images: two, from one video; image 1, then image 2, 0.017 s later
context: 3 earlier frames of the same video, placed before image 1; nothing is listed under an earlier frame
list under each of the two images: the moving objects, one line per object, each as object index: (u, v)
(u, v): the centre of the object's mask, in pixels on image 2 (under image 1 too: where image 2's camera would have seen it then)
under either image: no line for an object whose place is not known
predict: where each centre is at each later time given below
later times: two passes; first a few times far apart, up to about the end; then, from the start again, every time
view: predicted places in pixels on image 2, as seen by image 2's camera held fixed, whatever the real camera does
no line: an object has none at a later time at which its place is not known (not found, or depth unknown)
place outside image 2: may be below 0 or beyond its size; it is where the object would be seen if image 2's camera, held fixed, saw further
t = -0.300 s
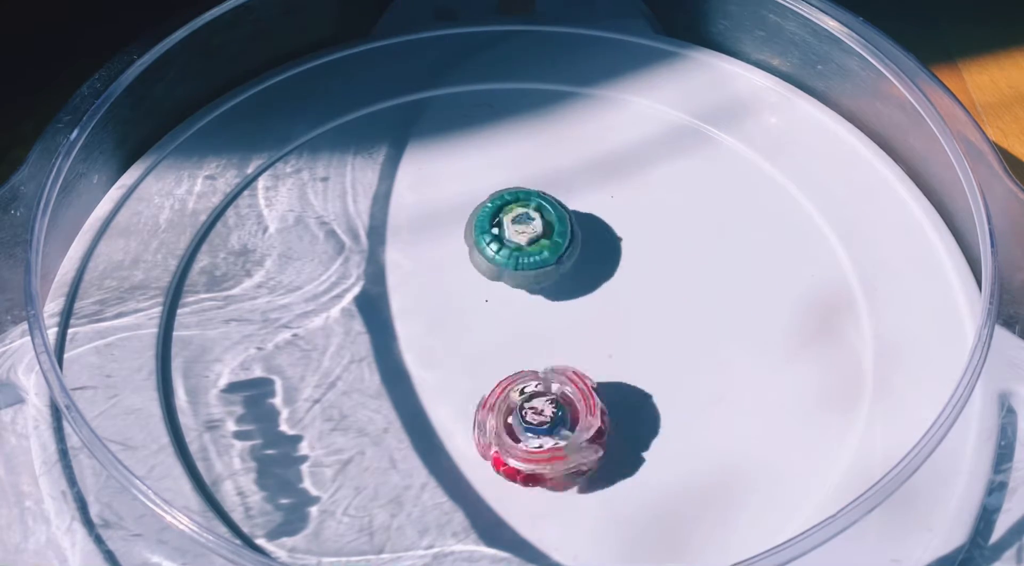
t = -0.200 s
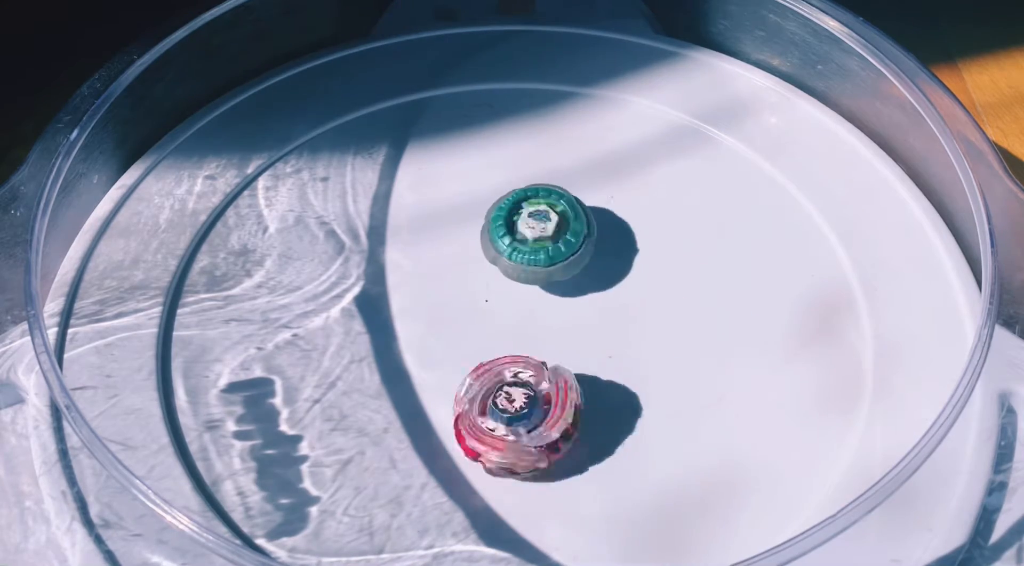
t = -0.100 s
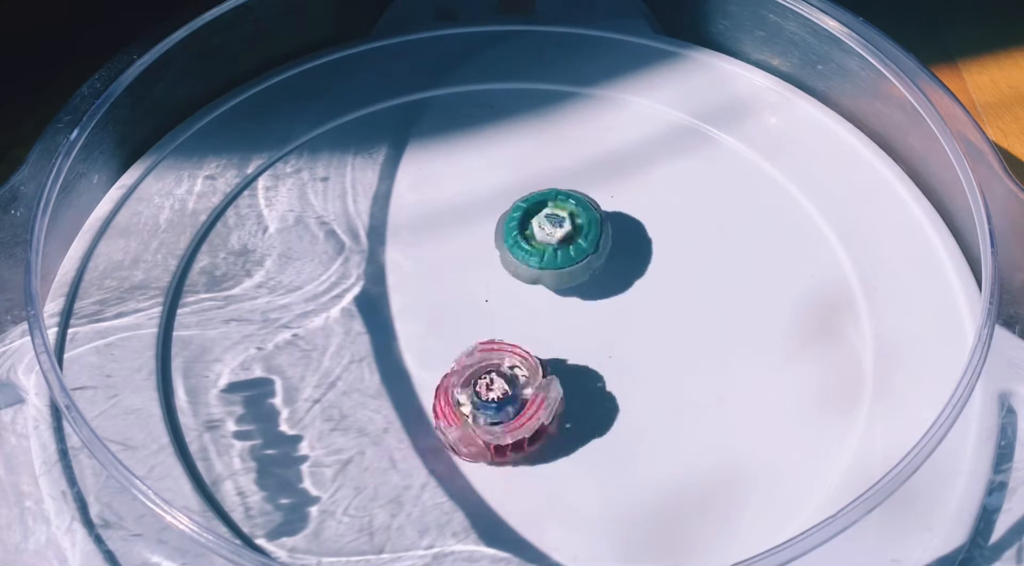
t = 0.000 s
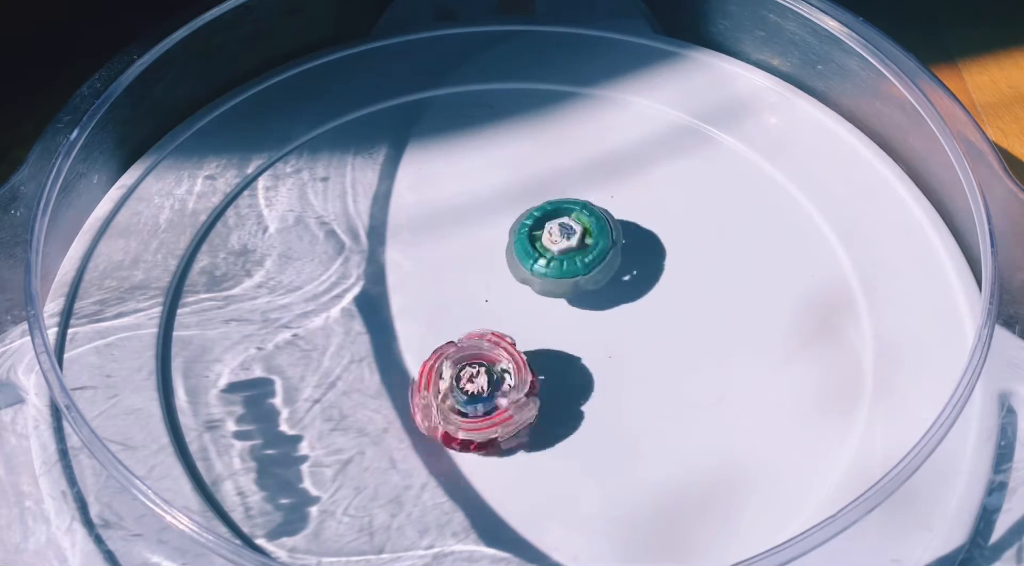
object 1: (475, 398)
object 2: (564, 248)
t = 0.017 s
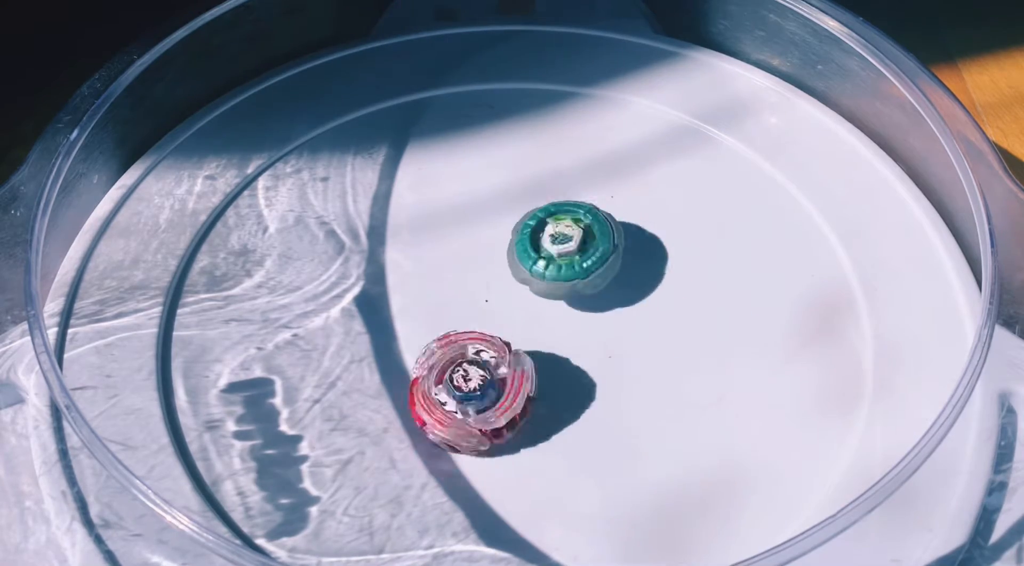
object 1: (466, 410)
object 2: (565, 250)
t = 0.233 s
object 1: (418, 389)
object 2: (568, 286)
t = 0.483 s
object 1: (390, 366)
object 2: (535, 331)
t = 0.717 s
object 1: (361, 317)
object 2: (536, 355)
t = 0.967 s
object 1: (400, 271)
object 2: (499, 349)
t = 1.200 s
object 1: (430, 239)
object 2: (488, 335)
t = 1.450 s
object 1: (439, 212)
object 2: (498, 312)
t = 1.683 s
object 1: (458, 219)
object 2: (523, 299)
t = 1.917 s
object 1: (496, 233)
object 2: (562, 314)
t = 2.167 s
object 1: (531, 237)
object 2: (588, 348)
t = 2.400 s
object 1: (543, 250)
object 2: (576, 369)
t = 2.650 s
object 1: (564, 270)
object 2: (535, 357)
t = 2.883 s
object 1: (584, 265)
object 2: (496, 327)
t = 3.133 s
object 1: (591, 256)
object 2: (475, 287)
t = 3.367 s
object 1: (601, 270)
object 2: (472, 257)
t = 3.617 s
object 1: (595, 270)
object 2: (476, 253)
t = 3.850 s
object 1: (631, 274)
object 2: (453, 270)
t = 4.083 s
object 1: (608, 279)
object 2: (434, 297)
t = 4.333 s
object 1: (596, 264)
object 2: (439, 328)
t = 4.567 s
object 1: (609, 282)
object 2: (466, 353)
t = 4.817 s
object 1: (603, 279)
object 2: (510, 367)
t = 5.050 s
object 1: (594, 262)
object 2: (550, 365)
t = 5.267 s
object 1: (599, 262)
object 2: (572, 353)
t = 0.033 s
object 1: (467, 393)
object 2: (567, 252)
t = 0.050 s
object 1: (464, 394)
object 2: (568, 255)
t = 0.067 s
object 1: (454, 413)
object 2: (568, 257)
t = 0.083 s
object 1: (447, 410)
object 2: (569, 260)
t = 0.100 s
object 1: (455, 386)
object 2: (570, 262)
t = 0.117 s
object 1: (445, 403)
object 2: (570, 265)
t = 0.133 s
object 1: (454, 400)
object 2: (571, 268)
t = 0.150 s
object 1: (440, 403)
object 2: (571, 271)
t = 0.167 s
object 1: (441, 385)
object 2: (571, 273)
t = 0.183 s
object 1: (433, 406)
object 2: (570, 277)
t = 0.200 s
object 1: (433, 392)
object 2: (570, 280)
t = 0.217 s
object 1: (427, 382)
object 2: (569, 283)
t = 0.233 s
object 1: (418, 389)
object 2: (568, 286)
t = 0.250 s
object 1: (420, 376)
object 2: (567, 289)
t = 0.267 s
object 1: (419, 393)
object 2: (567, 292)
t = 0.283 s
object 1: (414, 374)
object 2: (565, 296)
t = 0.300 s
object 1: (409, 377)
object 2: (563, 298)
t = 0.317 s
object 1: (412, 386)
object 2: (562, 301)
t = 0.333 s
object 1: (399, 384)
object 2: (560, 305)
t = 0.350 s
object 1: (401, 371)
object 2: (558, 308)
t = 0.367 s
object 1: (395, 368)
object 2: (555, 311)
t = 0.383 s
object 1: (396, 369)
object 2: (553, 314)
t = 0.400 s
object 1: (393, 367)
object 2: (550, 317)
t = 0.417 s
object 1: (393, 363)
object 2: (548, 320)
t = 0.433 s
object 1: (390, 365)
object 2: (544, 323)
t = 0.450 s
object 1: (390, 357)
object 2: (542, 325)
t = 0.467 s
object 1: (393, 365)
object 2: (539, 328)
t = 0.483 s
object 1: (390, 366)
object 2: (535, 331)
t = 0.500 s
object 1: (395, 358)
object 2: (532, 333)
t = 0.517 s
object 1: (393, 345)
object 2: (528, 336)
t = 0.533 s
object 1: (394, 341)
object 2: (528, 338)
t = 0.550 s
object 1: (381, 344)
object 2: (536, 340)
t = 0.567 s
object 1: (377, 344)
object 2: (543, 343)
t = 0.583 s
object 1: (371, 343)
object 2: (547, 344)
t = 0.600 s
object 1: (370, 338)
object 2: (549, 346)
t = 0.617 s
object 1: (366, 322)
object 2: (549, 348)
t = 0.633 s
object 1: (364, 316)
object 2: (547, 350)
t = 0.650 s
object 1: (355, 331)
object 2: (545, 351)
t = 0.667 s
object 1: (362, 311)
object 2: (543, 352)
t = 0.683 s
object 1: (358, 324)
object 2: (541, 353)
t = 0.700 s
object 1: (362, 322)
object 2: (539, 354)
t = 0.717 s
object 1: (361, 317)
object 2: (536, 355)
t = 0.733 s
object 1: (362, 303)
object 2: (534, 355)
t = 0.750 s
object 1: (355, 309)
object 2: (532, 355)
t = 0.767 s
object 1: (364, 297)
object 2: (529, 356)
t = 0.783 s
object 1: (363, 296)
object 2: (526, 356)
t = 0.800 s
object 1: (367, 290)
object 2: (524, 356)
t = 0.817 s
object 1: (370, 298)
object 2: (521, 356)
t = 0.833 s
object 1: (370, 296)
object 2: (519, 355)
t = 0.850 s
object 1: (375, 286)
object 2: (517, 355)
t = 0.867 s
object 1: (378, 280)
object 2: (514, 355)
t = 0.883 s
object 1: (381, 286)
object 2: (511, 354)
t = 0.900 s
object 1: (386, 274)
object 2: (509, 353)
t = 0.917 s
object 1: (390, 275)
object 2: (506, 352)
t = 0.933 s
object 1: (392, 272)
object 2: (504, 351)
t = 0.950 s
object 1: (395, 277)
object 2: (502, 350)
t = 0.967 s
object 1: (400, 271)
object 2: (499, 349)
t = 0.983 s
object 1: (402, 275)
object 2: (497, 347)
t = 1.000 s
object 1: (407, 271)
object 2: (495, 346)
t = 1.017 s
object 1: (410, 264)
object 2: (493, 345)
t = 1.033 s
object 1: (415, 263)
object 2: (490, 343)
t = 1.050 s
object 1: (417, 262)
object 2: (489, 341)
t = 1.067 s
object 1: (420, 263)
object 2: (487, 339)
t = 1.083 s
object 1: (422, 260)
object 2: (485, 337)
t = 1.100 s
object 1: (421, 257)
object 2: (486, 338)
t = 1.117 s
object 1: (423, 251)
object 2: (487, 340)
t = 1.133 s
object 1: (424, 247)
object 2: (487, 339)
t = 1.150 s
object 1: (427, 245)
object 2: (487, 338)
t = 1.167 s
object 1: (427, 243)
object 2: (487, 337)
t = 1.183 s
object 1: (429, 242)
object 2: (487, 336)
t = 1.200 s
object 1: (430, 239)
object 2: (488, 335)
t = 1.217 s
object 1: (431, 238)
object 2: (488, 334)
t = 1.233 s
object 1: (433, 236)
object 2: (488, 333)
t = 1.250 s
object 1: (434, 234)
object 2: (489, 331)
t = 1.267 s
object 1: (436, 233)
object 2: (490, 329)
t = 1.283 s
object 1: (436, 231)
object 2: (490, 328)
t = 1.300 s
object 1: (436, 229)
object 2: (490, 326)
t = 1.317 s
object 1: (437, 228)
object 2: (491, 325)
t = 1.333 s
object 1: (438, 227)
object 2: (492, 323)
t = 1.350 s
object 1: (438, 225)
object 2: (492, 321)
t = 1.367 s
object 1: (438, 222)
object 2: (494, 320)
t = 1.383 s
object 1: (439, 220)
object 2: (494, 319)
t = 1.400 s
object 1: (438, 217)
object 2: (495, 317)
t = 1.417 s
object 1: (438, 216)
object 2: (496, 315)
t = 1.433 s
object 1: (438, 214)
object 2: (497, 313)
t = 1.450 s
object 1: (439, 212)
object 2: (498, 312)
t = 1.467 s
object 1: (440, 211)
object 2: (500, 310)
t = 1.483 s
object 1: (440, 209)
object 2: (501, 309)
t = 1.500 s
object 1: (440, 208)
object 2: (502, 307)
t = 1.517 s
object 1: (441, 209)
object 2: (504, 306)
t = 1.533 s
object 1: (443, 209)
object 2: (505, 304)
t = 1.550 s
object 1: (446, 210)
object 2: (506, 303)
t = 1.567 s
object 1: (448, 209)
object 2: (508, 302)
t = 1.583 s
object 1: (449, 210)
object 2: (509, 300)
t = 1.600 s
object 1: (451, 212)
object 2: (510, 299)
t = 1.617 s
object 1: (452, 214)
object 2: (512, 298)
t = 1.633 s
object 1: (454, 216)
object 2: (513, 297)
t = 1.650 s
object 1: (456, 217)
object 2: (515, 295)
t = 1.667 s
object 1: (457, 218)
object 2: (518, 295)
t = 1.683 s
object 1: (458, 219)
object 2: (523, 299)
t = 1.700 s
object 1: (461, 219)
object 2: (527, 301)
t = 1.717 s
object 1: (462, 220)
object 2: (531, 303)
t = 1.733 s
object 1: (464, 221)
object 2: (533, 304)
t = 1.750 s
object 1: (464, 221)
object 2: (536, 305)
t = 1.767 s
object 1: (467, 224)
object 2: (539, 306)
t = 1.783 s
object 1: (469, 224)
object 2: (542, 306)
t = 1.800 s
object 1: (471, 226)
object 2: (545, 307)
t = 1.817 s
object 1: (476, 228)
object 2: (548, 308)
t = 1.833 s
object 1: (479, 228)
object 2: (550, 309)
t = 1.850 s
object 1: (484, 230)
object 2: (553, 310)
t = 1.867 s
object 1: (487, 229)
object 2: (555, 311)
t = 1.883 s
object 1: (487, 232)
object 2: (558, 313)
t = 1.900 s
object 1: (492, 232)
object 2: (560, 314)
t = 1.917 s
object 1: (496, 233)
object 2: (562, 314)
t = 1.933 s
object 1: (499, 235)
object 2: (565, 316)
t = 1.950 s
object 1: (505, 236)
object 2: (567, 317)
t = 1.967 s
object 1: (507, 236)
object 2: (569, 318)
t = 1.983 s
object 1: (511, 238)
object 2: (571, 319)
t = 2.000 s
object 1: (516, 239)
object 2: (572, 321)
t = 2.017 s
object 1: (517, 240)
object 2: (574, 322)
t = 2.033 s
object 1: (522, 242)
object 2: (575, 323)
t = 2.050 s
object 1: (526, 243)
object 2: (576, 324)
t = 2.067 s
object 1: (527, 245)
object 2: (579, 329)
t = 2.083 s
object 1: (529, 240)
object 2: (582, 335)
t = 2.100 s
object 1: (531, 238)
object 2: (584, 339)
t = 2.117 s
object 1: (531, 237)
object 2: (585, 342)
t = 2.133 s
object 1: (531, 240)
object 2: (586, 344)
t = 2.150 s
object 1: (532, 237)
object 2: (587, 346)
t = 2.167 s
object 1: (531, 237)
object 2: (588, 348)
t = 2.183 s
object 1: (529, 237)
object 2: (589, 350)
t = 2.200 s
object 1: (529, 239)
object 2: (589, 352)
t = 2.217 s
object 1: (529, 240)
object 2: (589, 354)
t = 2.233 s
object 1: (529, 242)
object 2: (589, 356)
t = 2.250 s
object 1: (529, 244)
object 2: (589, 358)
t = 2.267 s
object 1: (532, 247)
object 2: (588, 359)
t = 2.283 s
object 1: (533, 248)
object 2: (587, 361)
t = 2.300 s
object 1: (535, 250)
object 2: (587, 363)
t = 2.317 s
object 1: (537, 250)
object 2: (585, 364)
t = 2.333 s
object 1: (540, 251)
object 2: (584, 365)
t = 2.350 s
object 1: (542, 250)
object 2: (583, 366)
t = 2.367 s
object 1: (543, 250)
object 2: (580, 368)
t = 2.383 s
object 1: (543, 249)
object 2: (578, 368)
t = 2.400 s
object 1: (543, 250)
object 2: (576, 369)
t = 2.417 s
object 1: (543, 251)
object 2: (574, 370)
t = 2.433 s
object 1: (543, 252)
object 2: (571, 370)
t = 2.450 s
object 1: (543, 253)
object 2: (569, 370)
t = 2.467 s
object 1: (544, 255)
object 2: (566, 370)
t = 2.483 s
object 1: (546, 256)
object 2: (564, 369)
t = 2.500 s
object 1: (548, 257)
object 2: (561, 369)
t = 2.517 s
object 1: (550, 257)
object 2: (558, 368)
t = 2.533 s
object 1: (551, 258)
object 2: (555, 367)
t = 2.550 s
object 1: (553, 259)
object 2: (552, 366)
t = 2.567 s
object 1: (554, 260)
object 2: (549, 365)
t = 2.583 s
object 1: (554, 262)
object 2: (547, 363)
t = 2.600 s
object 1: (556, 264)
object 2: (544, 361)
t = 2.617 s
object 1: (559, 267)
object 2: (542, 360)
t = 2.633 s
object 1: (562, 268)
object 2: (538, 359)
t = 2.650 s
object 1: (564, 270)
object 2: (535, 357)
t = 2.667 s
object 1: (566, 271)
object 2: (532, 355)
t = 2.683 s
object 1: (568, 272)
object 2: (528, 354)
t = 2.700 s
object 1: (570, 271)
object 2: (524, 353)
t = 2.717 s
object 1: (570, 271)
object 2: (522, 351)
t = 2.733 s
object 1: (570, 272)
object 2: (519, 349)
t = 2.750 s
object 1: (571, 272)
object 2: (516, 346)
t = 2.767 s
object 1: (574, 269)
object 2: (513, 345)
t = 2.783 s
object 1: (577, 268)
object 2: (509, 344)
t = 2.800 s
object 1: (579, 268)
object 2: (505, 341)
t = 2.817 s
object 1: (581, 269)
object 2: (503, 338)
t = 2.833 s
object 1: (583, 269)
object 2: (502, 335)
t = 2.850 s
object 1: (584, 268)
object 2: (500, 333)
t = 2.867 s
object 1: (585, 266)
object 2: (497, 329)
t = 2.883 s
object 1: (584, 265)
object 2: (496, 327)
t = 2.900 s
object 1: (584, 266)
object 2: (495, 324)
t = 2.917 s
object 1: (585, 262)
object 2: (492, 321)
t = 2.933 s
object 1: (587, 260)
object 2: (488, 319)
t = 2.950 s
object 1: (589, 258)
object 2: (484, 317)
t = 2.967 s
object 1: (590, 256)
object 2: (481, 314)
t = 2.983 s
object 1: (590, 255)
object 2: (480, 311)
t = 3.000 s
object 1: (591, 254)
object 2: (479, 308)
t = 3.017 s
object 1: (593, 253)
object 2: (479, 306)
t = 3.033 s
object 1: (595, 253)
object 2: (477, 303)
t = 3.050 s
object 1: (594, 253)
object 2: (475, 299)
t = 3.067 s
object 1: (593, 253)
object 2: (476, 297)
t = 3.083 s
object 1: (592, 253)
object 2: (475, 294)
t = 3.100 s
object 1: (592, 254)
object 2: (475, 292)
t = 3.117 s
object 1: (591, 255)
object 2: (475, 289)
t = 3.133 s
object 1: (591, 256)
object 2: (475, 287)
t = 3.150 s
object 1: (591, 257)
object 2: (476, 284)
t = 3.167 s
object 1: (592, 259)
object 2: (478, 281)
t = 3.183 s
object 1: (592, 260)
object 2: (478, 278)
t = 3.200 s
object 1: (593, 262)
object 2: (480, 276)
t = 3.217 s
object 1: (594, 263)
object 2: (481, 274)
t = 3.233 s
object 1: (597, 264)
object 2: (482, 272)
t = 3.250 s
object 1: (598, 264)
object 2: (481, 270)
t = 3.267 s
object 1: (599, 264)
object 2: (481, 268)
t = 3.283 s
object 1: (598, 265)
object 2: (482, 266)
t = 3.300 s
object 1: (600, 265)
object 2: (477, 264)
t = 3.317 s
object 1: (600, 265)
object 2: (475, 262)
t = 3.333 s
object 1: (601, 267)
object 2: (474, 260)
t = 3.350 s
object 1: (601, 269)
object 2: (473, 259)
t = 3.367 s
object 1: (601, 270)
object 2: (472, 257)
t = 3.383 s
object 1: (601, 271)
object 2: (472, 256)
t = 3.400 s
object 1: (601, 271)
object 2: (470, 254)
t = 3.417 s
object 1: (600, 271)
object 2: (470, 253)
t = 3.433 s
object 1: (600, 271)
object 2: (470, 252)
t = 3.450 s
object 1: (599, 271)
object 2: (472, 252)
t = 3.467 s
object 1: (598, 271)
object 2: (471, 251)
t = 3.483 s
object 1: (597, 271)
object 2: (471, 250)
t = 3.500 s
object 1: (596, 270)
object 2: (471, 250)
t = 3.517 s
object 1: (596, 270)
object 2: (472, 250)
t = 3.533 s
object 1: (596, 270)
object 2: (471, 251)
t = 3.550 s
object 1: (595, 270)
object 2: (471, 251)
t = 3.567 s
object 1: (595, 270)
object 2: (472, 251)
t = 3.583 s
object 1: (595, 270)
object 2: (475, 251)
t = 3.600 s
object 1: (595, 270)
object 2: (475, 252)
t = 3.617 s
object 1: (595, 270)
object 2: (476, 253)
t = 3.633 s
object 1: (596, 270)
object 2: (477, 254)
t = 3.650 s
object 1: (596, 270)
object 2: (478, 255)
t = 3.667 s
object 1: (597, 271)
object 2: (479, 256)
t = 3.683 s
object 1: (598, 271)
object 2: (483, 258)
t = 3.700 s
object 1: (598, 271)
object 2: (483, 259)
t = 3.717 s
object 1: (599, 271)
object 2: (485, 261)
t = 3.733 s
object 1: (605, 272)
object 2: (480, 261)
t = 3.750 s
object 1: (614, 273)
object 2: (472, 262)
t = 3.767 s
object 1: (621, 274)
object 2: (466, 263)
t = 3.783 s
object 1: (625, 275)
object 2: (462, 264)
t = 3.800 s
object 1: (627, 275)
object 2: (459, 265)
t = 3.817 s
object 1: (629, 275)
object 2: (457, 267)
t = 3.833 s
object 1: (630, 275)
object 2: (455, 268)
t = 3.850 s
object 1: (631, 274)
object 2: (453, 270)
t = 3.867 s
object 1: (631, 274)
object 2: (451, 272)
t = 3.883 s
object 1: (631, 273)
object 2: (449, 274)
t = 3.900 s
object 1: (631, 274)
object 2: (448, 275)
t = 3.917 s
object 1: (631, 274)
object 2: (446, 277)
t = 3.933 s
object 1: (630, 275)
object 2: (444, 279)
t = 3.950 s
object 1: (629, 276)
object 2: (443, 281)
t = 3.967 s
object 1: (627, 278)
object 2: (442, 282)
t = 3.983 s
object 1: (625, 279)
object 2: (440, 285)
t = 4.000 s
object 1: (623, 279)
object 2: (439, 286)
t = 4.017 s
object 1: (620, 281)
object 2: (438, 288)
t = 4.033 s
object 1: (616, 280)
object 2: (437, 290)
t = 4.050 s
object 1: (612, 279)
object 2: (436, 292)
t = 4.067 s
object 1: (609, 279)
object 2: (435, 294)
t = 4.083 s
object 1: (608, 279)
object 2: (434, 297)
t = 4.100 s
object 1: (605, 277)
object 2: (434, 299)
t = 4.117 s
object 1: (602, 274)
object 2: (433, 301)
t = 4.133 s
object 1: (600, 270)
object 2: (433, 303)
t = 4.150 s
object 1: (598, 267)
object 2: (432, 305)
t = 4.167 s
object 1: (598, 264)
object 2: (432, 307)
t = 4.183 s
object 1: (598, 263)
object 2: (433, 309)
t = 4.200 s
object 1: (599, 260)
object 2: (433, 311)
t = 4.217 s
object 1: (600, 259)
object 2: (433, 314)
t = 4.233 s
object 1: (601, 258)
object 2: (434, 316)
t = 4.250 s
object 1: (601, 258)
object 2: (434, 318)
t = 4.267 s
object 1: (600, 258)
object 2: (434, 320)
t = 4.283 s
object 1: (600, 259)
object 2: (435, 322)
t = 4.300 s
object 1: (598, 260)
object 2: (436, 324)
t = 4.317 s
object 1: (597, 262)
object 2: (438, 327)
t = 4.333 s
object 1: (596, 264)
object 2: (439, 328)
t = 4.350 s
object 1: (596, 266)
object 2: (440, 331)
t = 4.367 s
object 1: (596, 269)
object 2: (442, 332)
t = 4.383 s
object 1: (596, 271)
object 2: (444, 334)
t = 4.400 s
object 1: (597, 272)
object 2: (445, 336)
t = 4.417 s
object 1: (598, 274)
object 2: (447, 338)
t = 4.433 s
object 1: (600, 276)
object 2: (448, 339)
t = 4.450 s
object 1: (601, 277)
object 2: (451, 341)
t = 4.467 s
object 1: (602, 278)
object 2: (452, 343)
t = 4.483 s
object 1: (603, 279)
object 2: (455, 345)
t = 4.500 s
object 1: (605, 279)
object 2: (457, 347)
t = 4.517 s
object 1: (606, 280)
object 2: (459, 348)
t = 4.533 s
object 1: (607, 281)
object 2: (461, 350)
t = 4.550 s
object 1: (608, 281)
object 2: (464, 351)
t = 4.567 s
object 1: (609, 282)
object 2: (466, 353)
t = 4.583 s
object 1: (611, 282)
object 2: (469, 354)
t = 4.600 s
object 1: (612, 282)
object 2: (472, 356)
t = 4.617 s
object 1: (612, 282)
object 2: (475, 357)
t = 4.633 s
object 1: (613, 282)
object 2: (477, 358)
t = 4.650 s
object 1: (613, 282)
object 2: (480, 360)
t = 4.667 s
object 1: (612, 282)
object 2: (483, 360)
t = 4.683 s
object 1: (612, 282)
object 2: (486, 361)
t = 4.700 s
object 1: (611, 282)
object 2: (489, 363)
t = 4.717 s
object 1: (609, 282)
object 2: (492, 364)
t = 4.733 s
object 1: (608, 281)
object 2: (495, 364)
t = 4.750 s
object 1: (607, 281)
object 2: (498, 365)
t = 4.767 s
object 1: (606, 280)
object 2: (501, 366)
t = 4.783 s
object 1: (605, 280)
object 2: (504, 366)
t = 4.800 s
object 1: (604, 279)
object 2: (507, 367)
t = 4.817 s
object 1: (603, 279)
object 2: (510, 367)
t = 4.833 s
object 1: (602, 278)
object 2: (513, 368)
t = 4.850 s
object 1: (601, 277)
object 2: (516, 368)
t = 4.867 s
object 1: (600, 276)
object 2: (520, 368)
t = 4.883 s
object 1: (599, 275)
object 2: (523, 369)
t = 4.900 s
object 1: (598, 274)
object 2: (525, 369)
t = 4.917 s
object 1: (597, 273)
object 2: (528, 368)
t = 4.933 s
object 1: (595, 271)
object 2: (530, 369)
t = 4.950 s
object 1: (594, 269)
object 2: (534, 368)
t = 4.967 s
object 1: (593, 267)
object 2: (537, 368)
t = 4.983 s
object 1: (593, 266)
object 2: (540, 367)
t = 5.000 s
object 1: (593, 264)
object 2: (542, 367)
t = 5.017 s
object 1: (593, 263)
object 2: (545, 366)
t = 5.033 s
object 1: (594, 262)
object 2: (547, 366)
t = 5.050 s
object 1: (594, 262)
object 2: (550, 365)
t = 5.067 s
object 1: (594, 261)
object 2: (553, 364)
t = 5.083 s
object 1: (594, 261)
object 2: (555, 363)
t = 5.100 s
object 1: (594, 261)
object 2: (557, 362)
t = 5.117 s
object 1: (594, 262)
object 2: (560, 361)
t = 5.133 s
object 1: (594, 262)
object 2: (561, 360)
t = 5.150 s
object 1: (594, 262)
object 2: (564, 358)
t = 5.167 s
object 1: (595, 262)
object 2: (566, 357)
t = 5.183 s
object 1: (595, 262)
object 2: (568, 355)
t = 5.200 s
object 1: (595, 263)
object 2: (570, 354)
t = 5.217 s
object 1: (596, 264)
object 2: (571, 352)
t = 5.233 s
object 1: (598, 263)
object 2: (572, 352)
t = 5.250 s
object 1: (599, 262)
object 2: (572, 353)
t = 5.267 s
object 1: (599, 262)
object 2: (572, 353)
